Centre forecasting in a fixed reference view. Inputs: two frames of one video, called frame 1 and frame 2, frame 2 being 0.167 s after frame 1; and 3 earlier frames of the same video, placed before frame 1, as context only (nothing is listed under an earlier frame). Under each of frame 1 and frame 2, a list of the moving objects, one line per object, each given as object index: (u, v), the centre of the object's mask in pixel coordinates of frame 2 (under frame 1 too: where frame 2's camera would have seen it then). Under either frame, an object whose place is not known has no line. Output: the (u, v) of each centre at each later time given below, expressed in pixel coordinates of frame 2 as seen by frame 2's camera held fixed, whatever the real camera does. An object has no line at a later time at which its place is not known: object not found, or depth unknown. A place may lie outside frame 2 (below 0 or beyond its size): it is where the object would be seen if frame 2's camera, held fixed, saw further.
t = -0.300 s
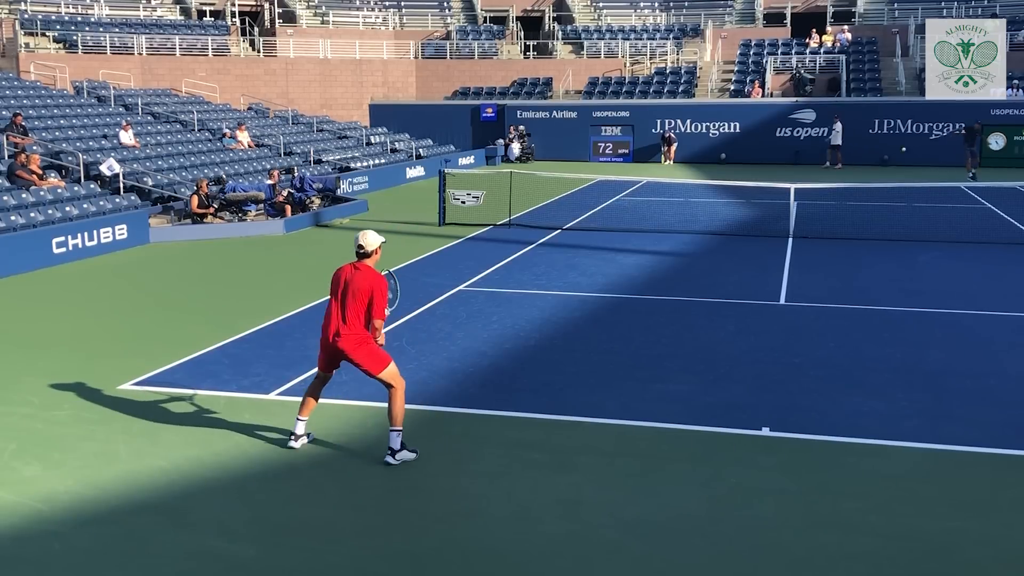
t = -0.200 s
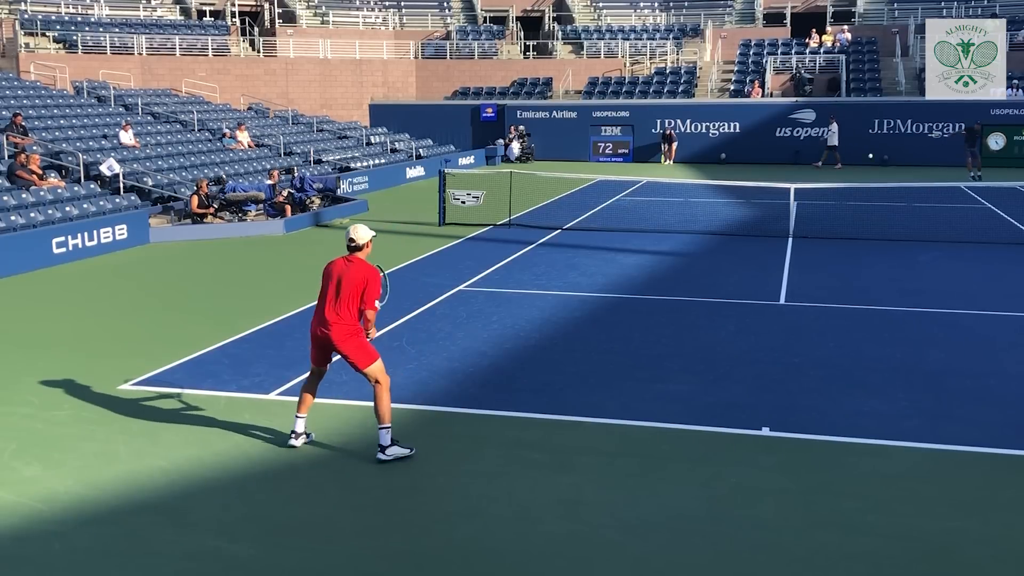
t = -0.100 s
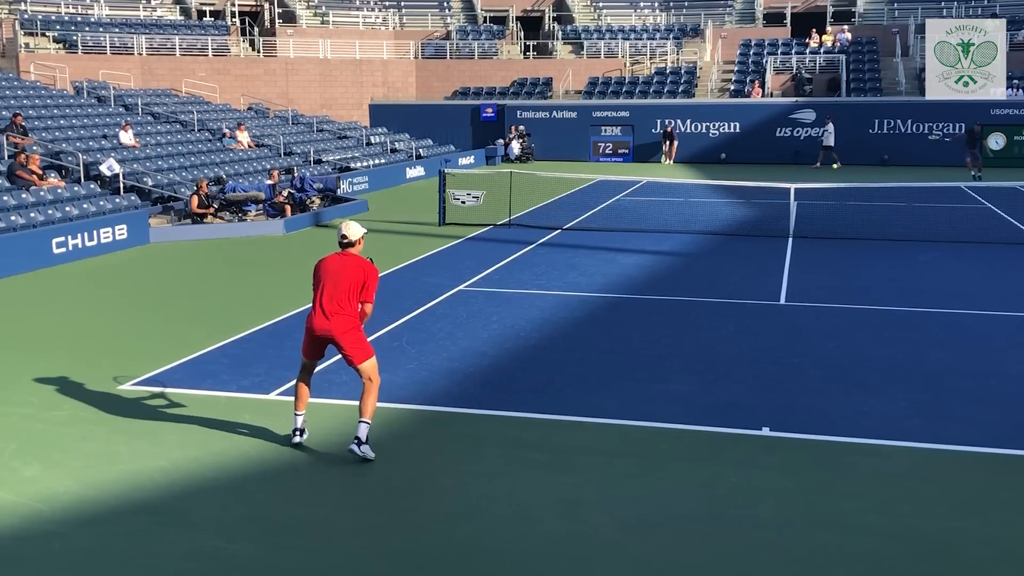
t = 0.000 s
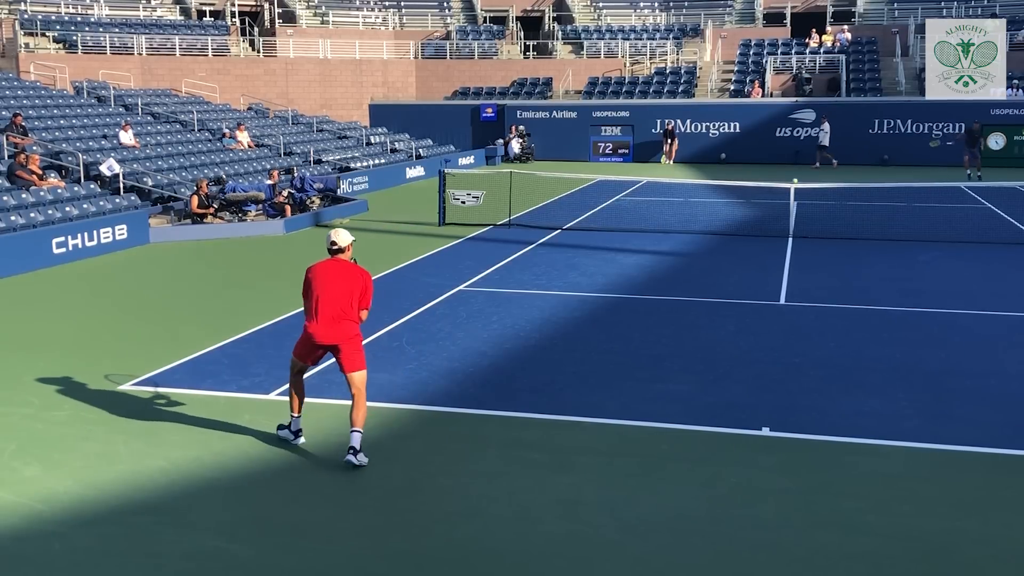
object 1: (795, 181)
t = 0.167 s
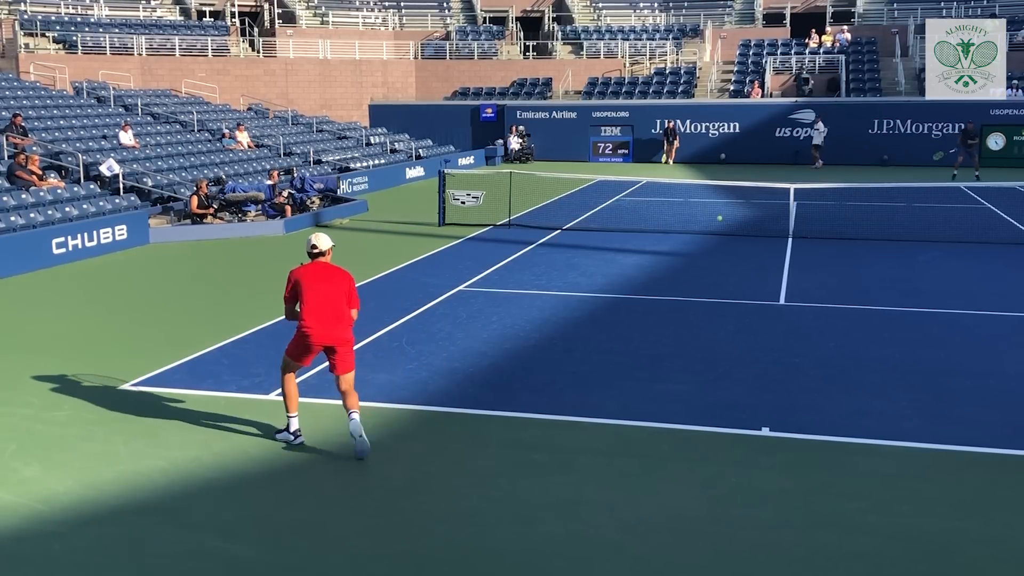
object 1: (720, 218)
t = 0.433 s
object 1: (585, 279)
